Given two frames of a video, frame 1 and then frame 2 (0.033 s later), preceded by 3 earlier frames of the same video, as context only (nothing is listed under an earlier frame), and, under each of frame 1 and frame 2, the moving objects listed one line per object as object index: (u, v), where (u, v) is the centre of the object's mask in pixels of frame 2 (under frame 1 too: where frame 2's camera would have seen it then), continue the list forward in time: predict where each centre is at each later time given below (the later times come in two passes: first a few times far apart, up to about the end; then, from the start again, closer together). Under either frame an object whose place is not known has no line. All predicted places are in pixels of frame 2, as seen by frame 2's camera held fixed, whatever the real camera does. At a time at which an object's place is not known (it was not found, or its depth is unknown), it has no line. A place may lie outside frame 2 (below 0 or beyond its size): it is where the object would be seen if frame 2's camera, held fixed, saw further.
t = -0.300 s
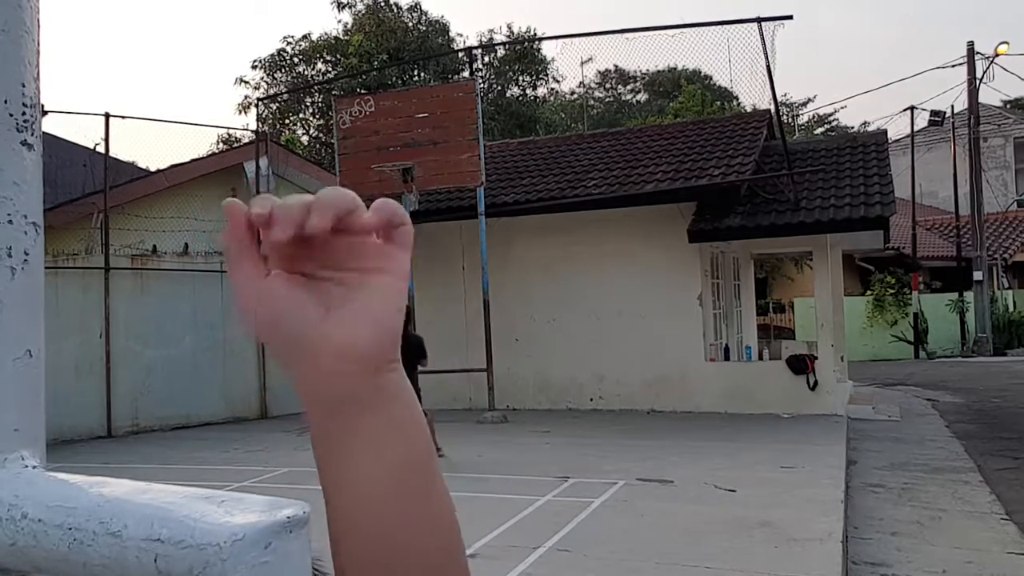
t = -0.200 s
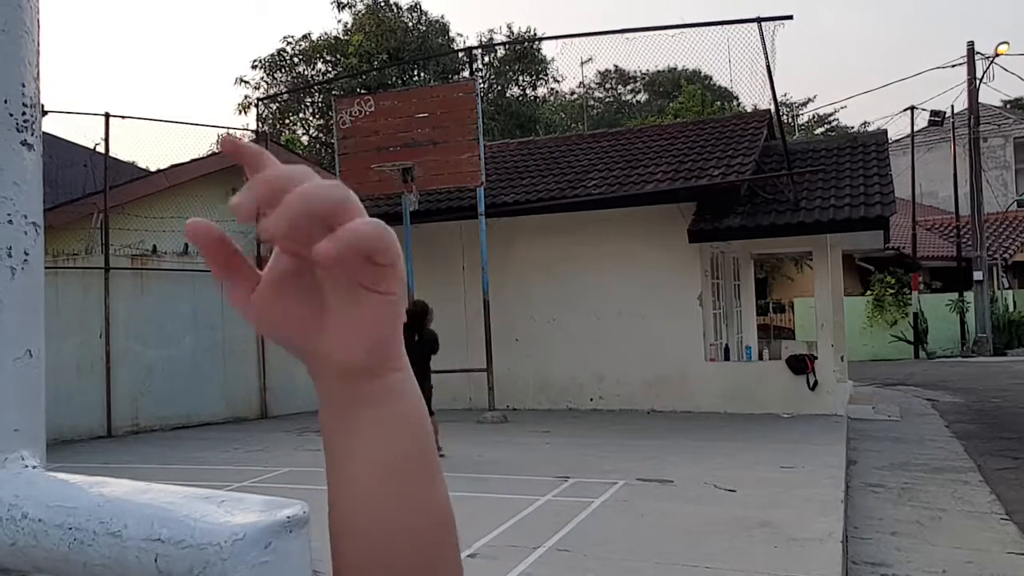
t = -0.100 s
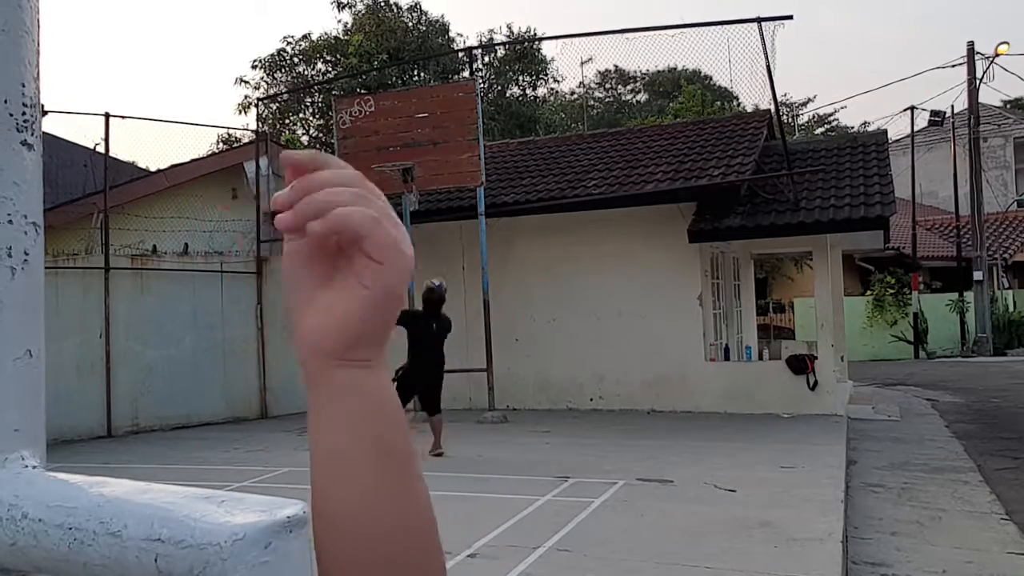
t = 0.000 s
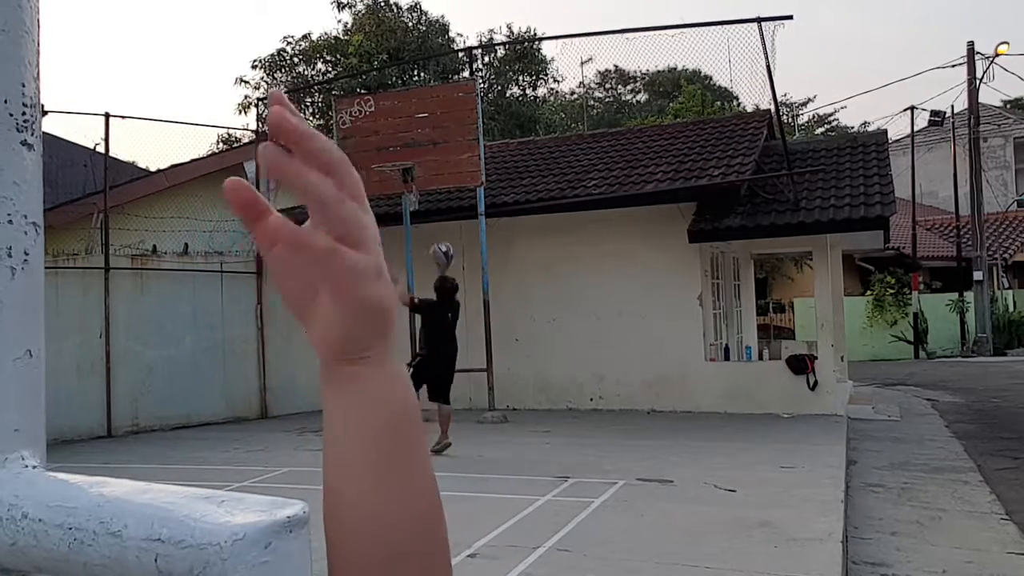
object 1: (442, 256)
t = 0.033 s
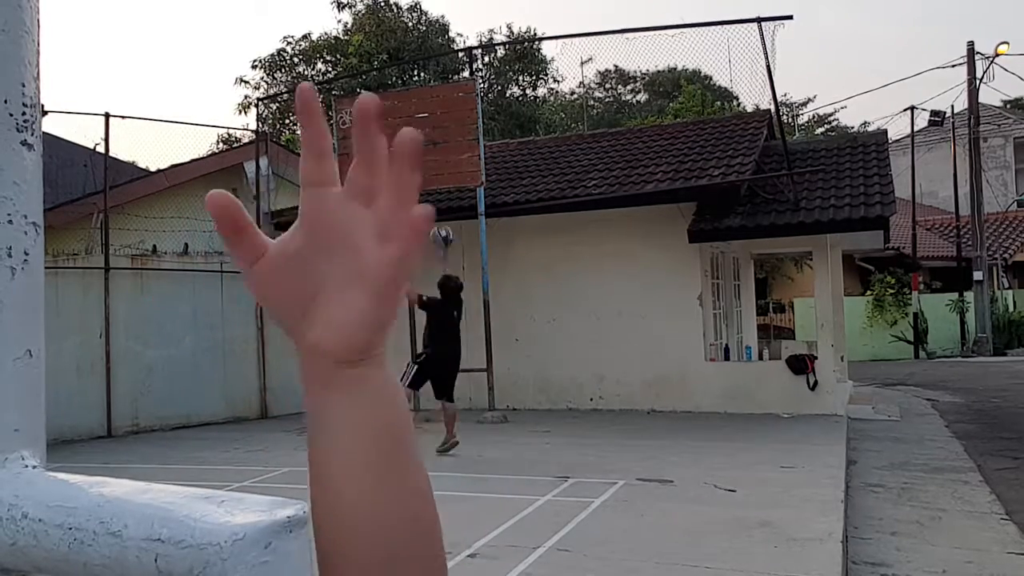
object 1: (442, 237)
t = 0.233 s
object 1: (435, 157)
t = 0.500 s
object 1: (426, 119)
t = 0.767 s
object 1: (394, 144)
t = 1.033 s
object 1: (360, 241)
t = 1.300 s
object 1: (324, 421)
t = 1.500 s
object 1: (305, 355)
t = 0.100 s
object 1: (439, 205)
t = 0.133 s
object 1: (438, 192)
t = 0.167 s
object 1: (437, 179)
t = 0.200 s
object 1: (436, 168)
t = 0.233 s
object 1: (435, 157)
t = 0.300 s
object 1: (434, 141)
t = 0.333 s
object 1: (433, 135)
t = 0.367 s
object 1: (438, 132)
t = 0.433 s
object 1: (432, 122)
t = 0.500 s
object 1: (426, 119)
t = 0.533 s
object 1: (423, 119)
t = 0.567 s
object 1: (419, 120)
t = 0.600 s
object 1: (415, 120)
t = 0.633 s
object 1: (411, 123)
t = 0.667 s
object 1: (405, 126)
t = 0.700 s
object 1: (401, 130)
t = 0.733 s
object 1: (399, 136)
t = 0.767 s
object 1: (394, 144)
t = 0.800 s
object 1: (389, 151)
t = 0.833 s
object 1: (385, 160)
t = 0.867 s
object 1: (382, 170)
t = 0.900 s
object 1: (376, 182)
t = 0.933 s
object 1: (372, 195)
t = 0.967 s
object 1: (368, 210)
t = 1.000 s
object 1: (364, 224)
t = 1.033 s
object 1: (360, 241)
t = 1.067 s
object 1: (355, 259)
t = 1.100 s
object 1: (351, 279)
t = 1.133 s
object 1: (346, 300)
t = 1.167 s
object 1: (343, 321)
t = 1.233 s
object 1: (333, 368)
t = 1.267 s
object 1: (329, 395)
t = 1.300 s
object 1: (324, 421)
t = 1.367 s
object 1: (317, 428)
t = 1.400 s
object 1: (315, 408)
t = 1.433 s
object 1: (311, 390)
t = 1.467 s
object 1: (308, 371)
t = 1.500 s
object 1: (305, 355)
